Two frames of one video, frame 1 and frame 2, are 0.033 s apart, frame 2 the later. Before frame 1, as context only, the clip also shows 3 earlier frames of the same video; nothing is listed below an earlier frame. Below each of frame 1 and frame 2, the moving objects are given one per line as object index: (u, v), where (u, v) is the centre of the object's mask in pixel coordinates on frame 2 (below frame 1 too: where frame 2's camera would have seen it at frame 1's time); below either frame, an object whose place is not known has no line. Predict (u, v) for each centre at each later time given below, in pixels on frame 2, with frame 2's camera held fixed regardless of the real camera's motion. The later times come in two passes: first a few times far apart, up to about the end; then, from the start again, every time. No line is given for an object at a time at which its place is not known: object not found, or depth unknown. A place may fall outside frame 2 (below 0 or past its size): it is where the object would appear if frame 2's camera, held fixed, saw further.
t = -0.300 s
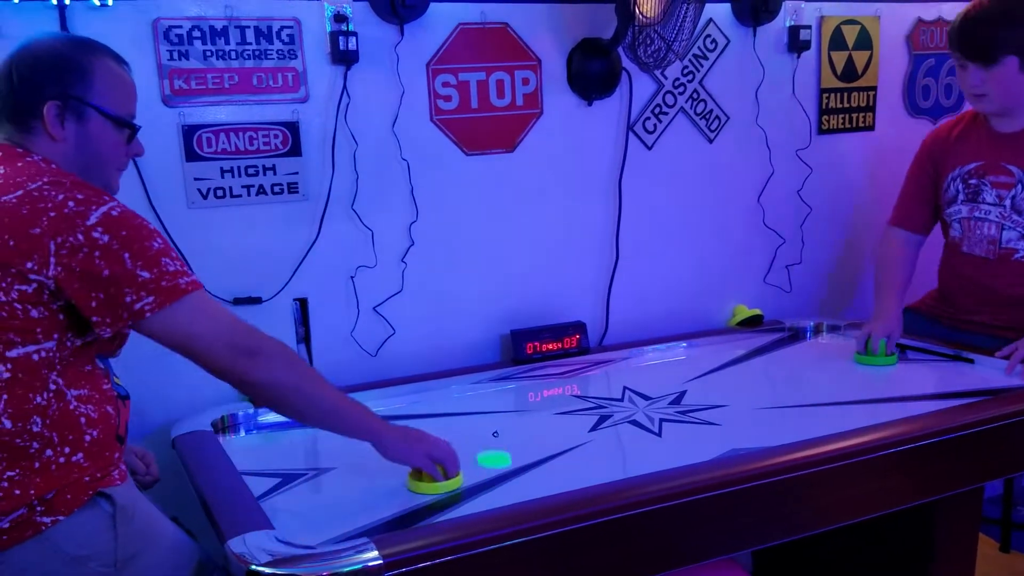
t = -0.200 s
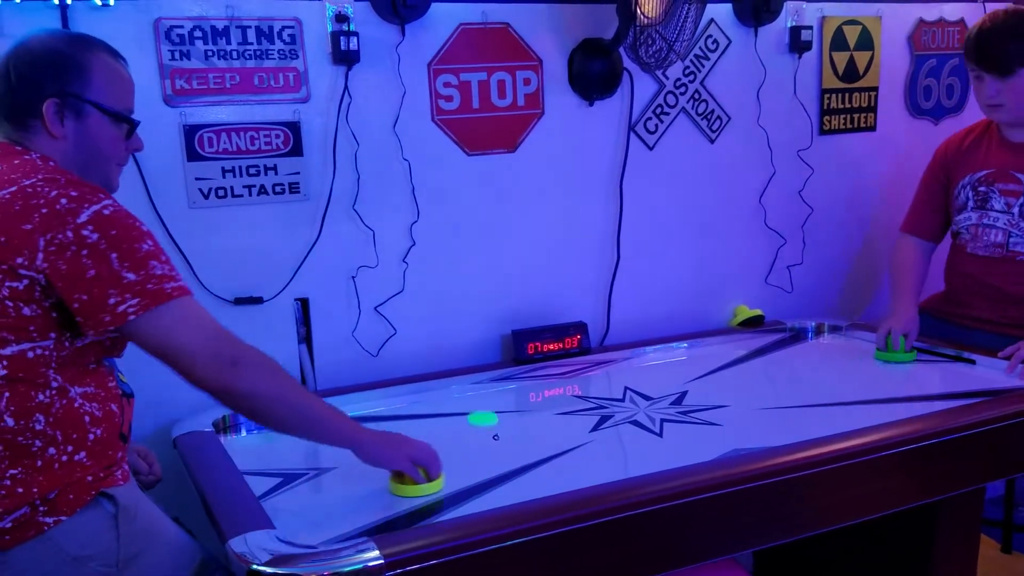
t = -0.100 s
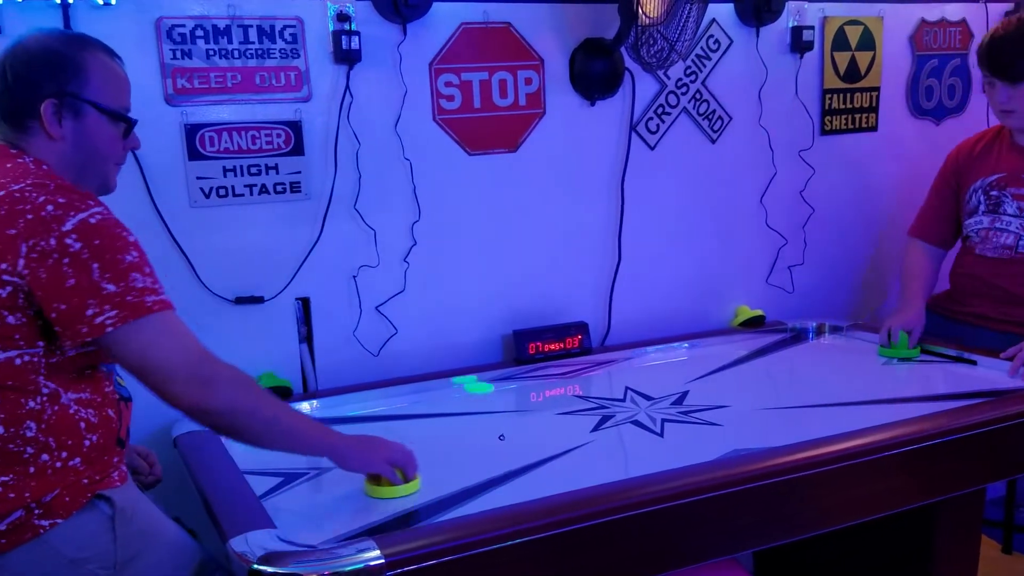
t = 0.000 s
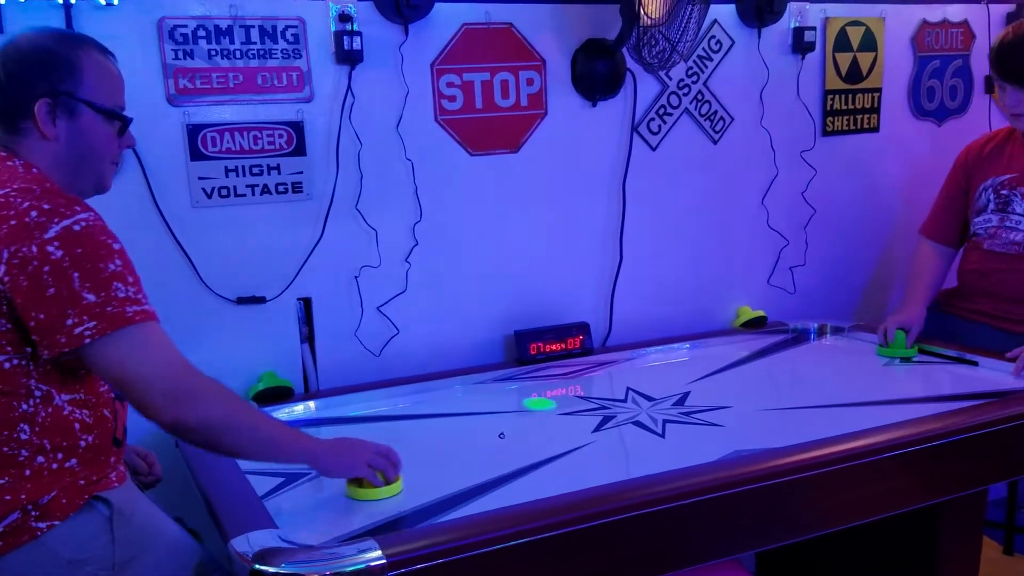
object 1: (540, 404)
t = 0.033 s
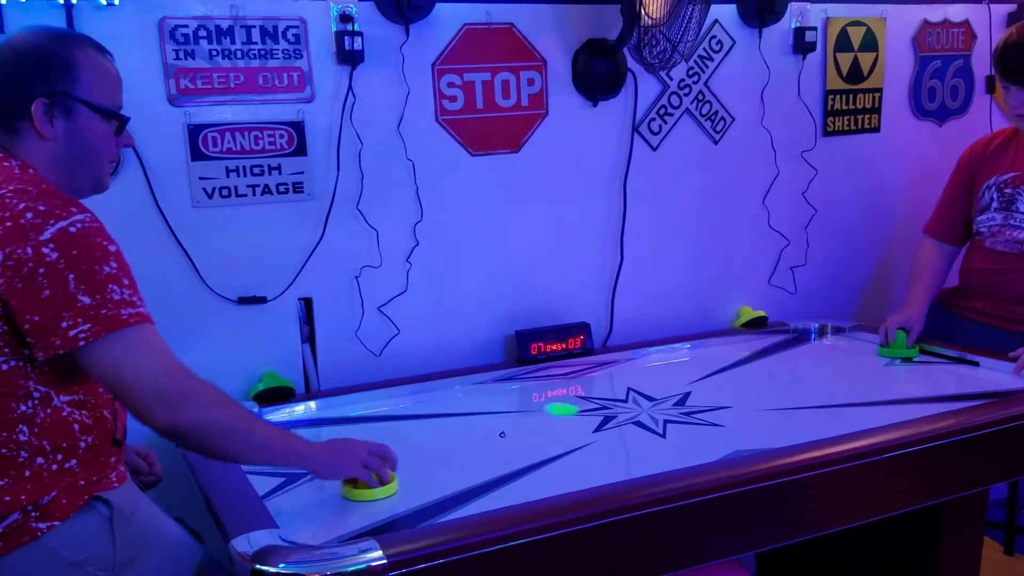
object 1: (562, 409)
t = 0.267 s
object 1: (739, 449)
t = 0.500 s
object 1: (724, 418)
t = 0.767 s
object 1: (688, 380)
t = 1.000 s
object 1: (675, 357)
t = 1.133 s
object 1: (709, 363)
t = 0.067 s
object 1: (584, 416)
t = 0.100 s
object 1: (607, 421)
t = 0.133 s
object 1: (632, 427)
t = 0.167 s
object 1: (659, 433)
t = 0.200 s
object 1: (685, 439)
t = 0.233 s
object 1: (713, 445)
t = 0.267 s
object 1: (739, 449)
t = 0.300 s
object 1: (754, 449)
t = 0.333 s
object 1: (752, 446)
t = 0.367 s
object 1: (747, 441)
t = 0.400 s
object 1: (741, 435)
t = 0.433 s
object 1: (735, 429)
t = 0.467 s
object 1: (729, 424)
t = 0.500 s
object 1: (724, 418)
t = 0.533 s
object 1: (718, 413)
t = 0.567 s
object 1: (713, 407)
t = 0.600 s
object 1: (708, 402)
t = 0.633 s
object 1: (704, 398)
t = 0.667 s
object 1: (700, 393)
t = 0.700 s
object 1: (695, 388)
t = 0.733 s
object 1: (691, 384)
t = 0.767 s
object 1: (688, 380)
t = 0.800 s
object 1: (684, 376)
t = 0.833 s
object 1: (681, 372)
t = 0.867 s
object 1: (678, 368)
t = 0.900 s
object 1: (676, 364)
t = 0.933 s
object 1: (673, 360)
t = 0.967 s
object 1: (670, 357)
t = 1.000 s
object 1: (675, 357)
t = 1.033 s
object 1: (684, 358)
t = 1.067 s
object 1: (692, 360)
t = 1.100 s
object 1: (700, 362)
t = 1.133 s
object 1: (709, 363)
